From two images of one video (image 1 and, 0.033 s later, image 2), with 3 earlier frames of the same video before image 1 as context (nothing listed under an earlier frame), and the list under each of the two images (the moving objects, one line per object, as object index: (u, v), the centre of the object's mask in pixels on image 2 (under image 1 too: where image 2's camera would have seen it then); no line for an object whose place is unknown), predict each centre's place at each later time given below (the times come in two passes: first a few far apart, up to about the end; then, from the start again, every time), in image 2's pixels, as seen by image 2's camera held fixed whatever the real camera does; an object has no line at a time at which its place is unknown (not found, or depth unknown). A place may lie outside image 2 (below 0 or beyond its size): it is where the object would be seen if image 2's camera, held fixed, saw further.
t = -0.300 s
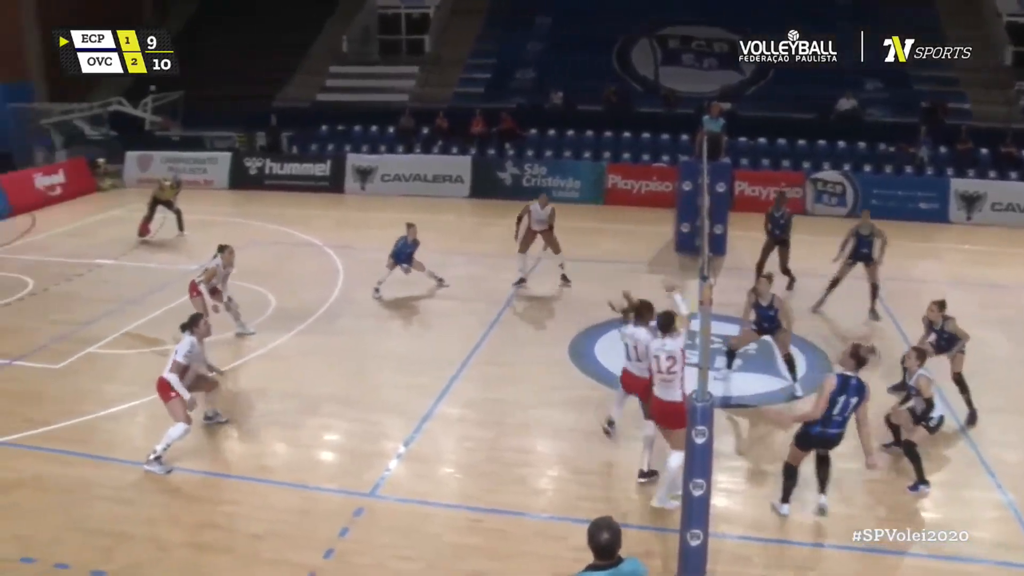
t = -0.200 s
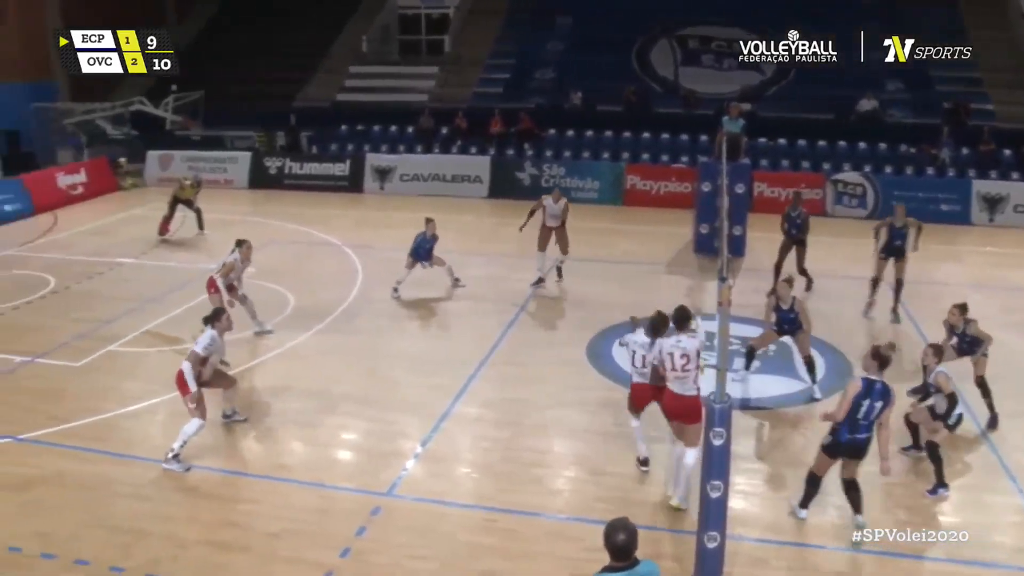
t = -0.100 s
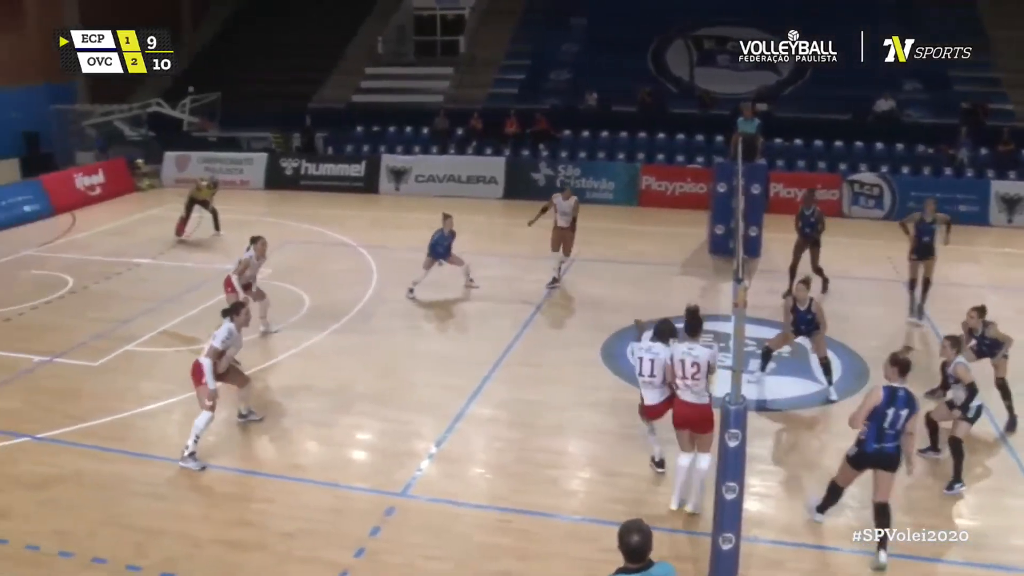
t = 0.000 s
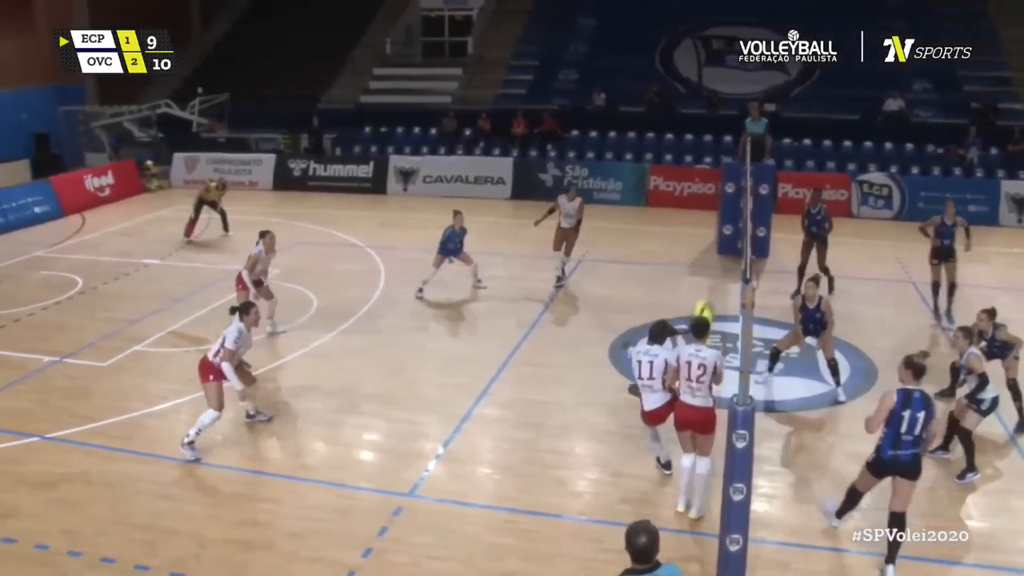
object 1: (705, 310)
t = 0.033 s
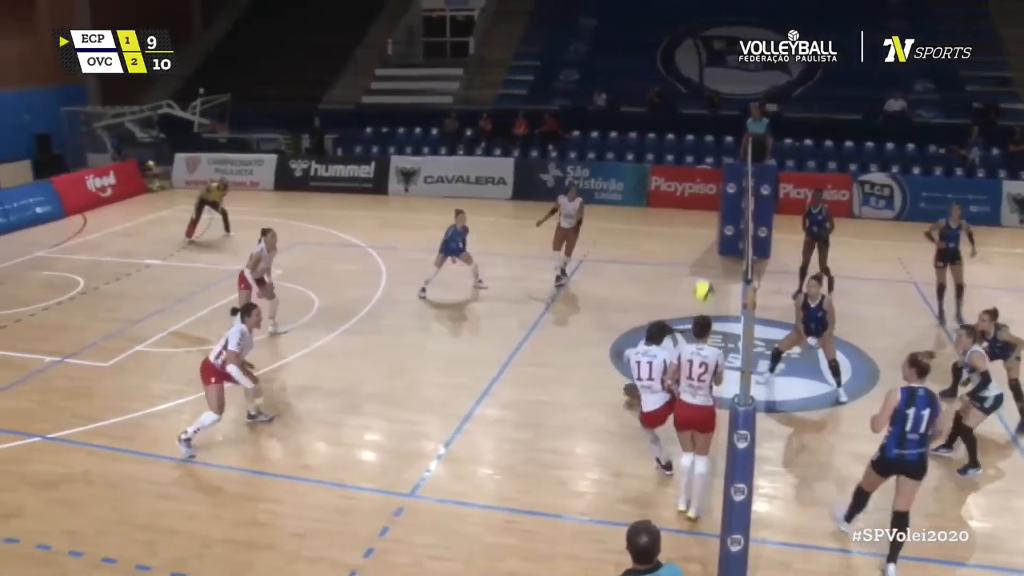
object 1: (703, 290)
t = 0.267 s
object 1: (680, 167)
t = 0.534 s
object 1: (651, 93)
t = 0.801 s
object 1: (619, 92)
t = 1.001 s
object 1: (595, 139)
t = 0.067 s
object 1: (701, 269)
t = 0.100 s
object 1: (698, 251)
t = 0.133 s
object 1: (695, 231)
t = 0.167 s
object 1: (691, 212)
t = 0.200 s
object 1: (688, 197)
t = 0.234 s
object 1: (684, 182)
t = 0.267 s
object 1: (680, 167)
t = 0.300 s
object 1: (677, 154)
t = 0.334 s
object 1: (674, 142)
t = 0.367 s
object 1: (671, 130)
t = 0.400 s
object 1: (667, 121)
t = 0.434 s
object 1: (663, 111)
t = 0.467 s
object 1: (659, 104)
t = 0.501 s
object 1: (655, 98)
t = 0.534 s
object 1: (651, 93)
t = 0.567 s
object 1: (647, 89)
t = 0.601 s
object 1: (644, 86)
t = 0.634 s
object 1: (639, 84)
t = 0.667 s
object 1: (635, 83)
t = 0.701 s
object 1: (631, 83)
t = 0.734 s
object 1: (627, 86)
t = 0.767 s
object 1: (623, 88)
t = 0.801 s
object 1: (619, 92)
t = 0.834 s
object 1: (616, 97)
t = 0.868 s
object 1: (612, 104)
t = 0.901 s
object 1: (608, 110)
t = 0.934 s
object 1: (604, 119)
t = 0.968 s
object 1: (600, 128)
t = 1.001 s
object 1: (595, 139)
